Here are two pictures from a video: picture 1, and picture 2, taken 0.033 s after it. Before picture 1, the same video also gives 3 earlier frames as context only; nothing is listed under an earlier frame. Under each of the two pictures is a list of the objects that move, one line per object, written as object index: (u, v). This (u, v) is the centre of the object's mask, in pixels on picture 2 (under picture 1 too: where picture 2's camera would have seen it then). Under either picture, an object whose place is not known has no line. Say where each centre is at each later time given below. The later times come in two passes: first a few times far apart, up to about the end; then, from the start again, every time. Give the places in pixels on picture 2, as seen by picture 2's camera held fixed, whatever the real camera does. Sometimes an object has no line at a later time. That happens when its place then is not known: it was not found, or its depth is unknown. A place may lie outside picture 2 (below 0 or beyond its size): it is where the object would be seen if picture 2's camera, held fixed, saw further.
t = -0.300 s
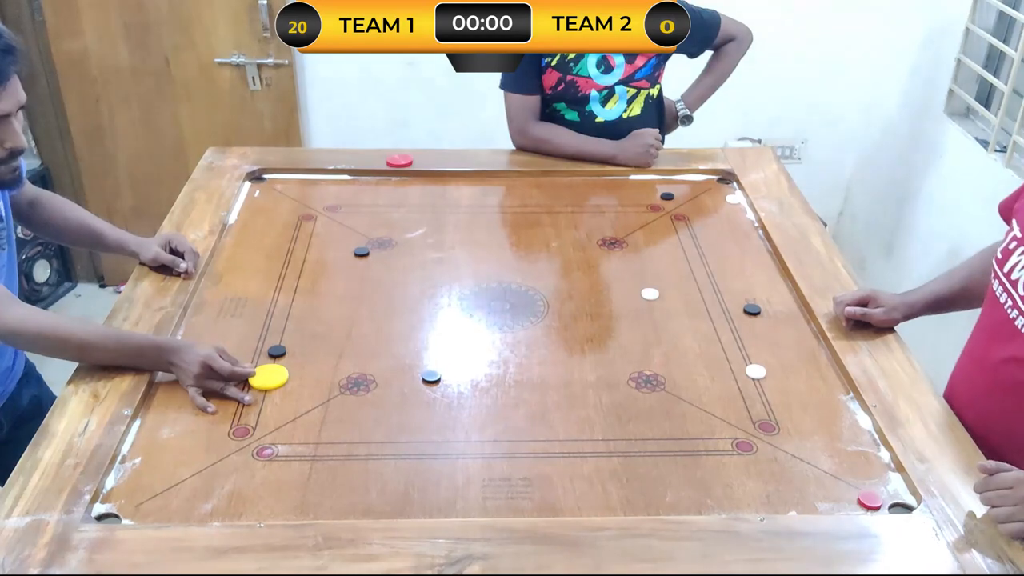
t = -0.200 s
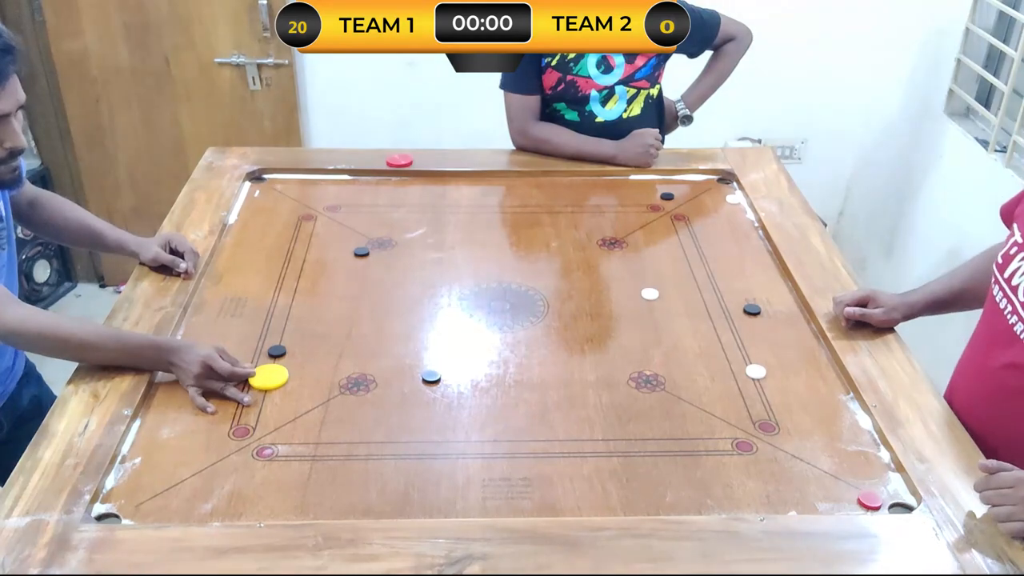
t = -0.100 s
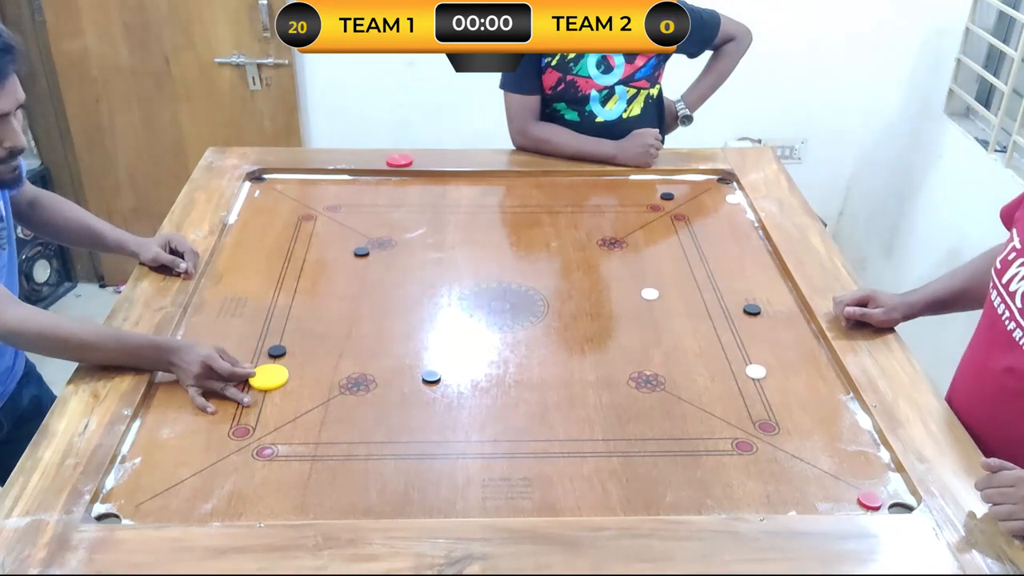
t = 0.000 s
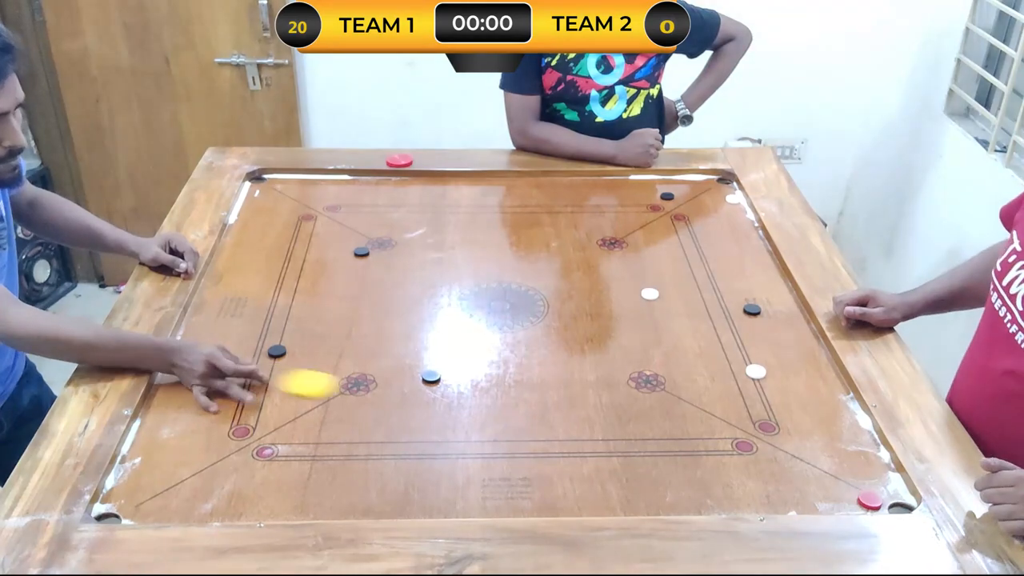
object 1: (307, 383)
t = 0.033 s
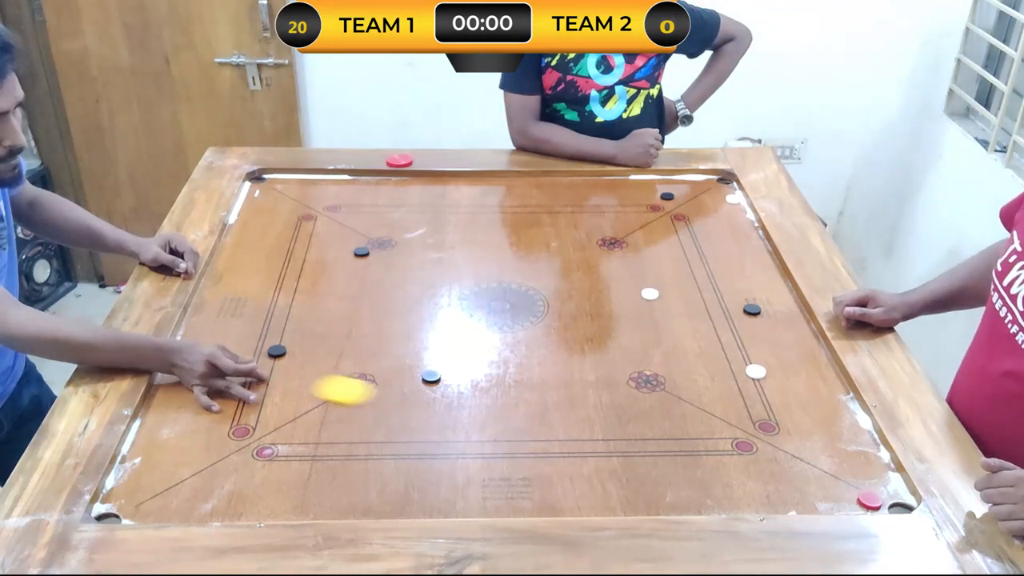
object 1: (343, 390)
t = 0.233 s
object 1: (552, 430)
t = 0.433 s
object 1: (753, 468)
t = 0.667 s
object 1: (884, 486)
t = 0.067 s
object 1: (379, 397)
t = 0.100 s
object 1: (414, 404)
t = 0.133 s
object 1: (449, 410)
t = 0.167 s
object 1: (485, 417)
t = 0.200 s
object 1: (517, 423)
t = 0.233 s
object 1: (552, 430)
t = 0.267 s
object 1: (587, 436)
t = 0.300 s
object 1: (620, 442)
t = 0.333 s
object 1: (655, 449)
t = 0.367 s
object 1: (688, 455)
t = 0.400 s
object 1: (720, 461)
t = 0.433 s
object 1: (753, 468)
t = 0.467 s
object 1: (784, 473)
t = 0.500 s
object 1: (817, 479)
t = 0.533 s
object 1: (846, 484)
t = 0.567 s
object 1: (866, 484)
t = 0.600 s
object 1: (883, 486)
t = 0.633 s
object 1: (884, 486)
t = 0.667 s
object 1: (884, 486)
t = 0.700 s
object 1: (884, 486)
